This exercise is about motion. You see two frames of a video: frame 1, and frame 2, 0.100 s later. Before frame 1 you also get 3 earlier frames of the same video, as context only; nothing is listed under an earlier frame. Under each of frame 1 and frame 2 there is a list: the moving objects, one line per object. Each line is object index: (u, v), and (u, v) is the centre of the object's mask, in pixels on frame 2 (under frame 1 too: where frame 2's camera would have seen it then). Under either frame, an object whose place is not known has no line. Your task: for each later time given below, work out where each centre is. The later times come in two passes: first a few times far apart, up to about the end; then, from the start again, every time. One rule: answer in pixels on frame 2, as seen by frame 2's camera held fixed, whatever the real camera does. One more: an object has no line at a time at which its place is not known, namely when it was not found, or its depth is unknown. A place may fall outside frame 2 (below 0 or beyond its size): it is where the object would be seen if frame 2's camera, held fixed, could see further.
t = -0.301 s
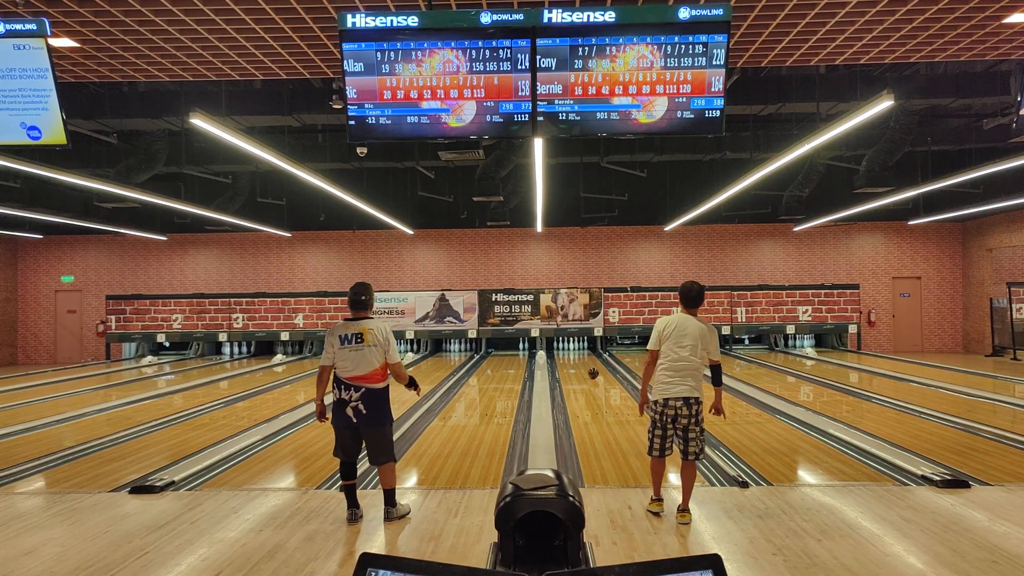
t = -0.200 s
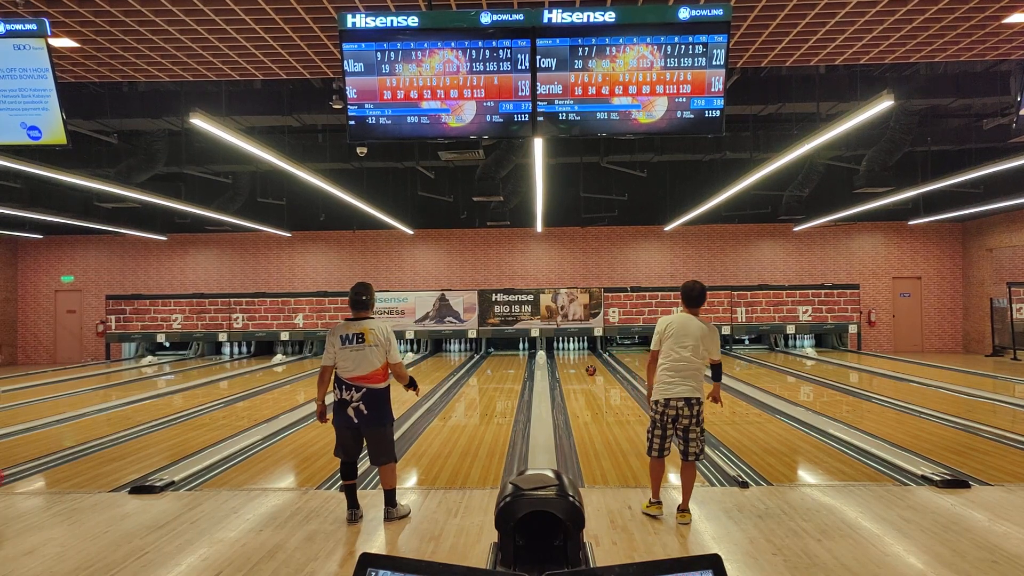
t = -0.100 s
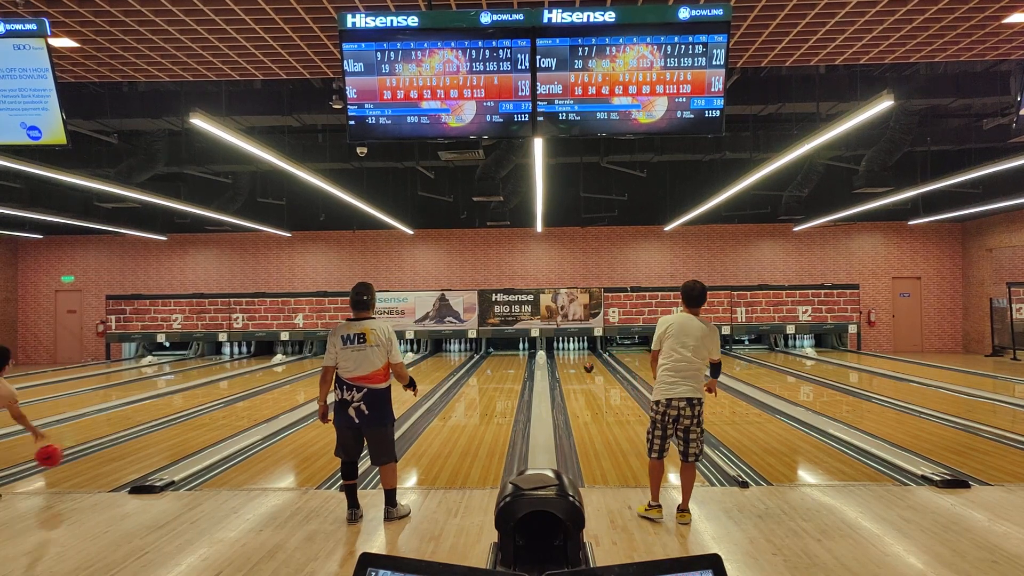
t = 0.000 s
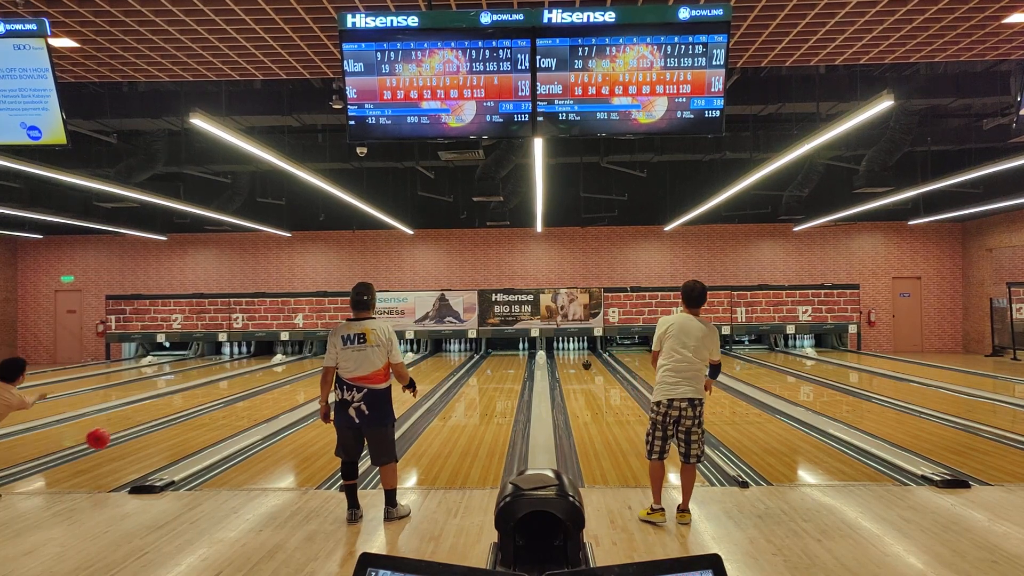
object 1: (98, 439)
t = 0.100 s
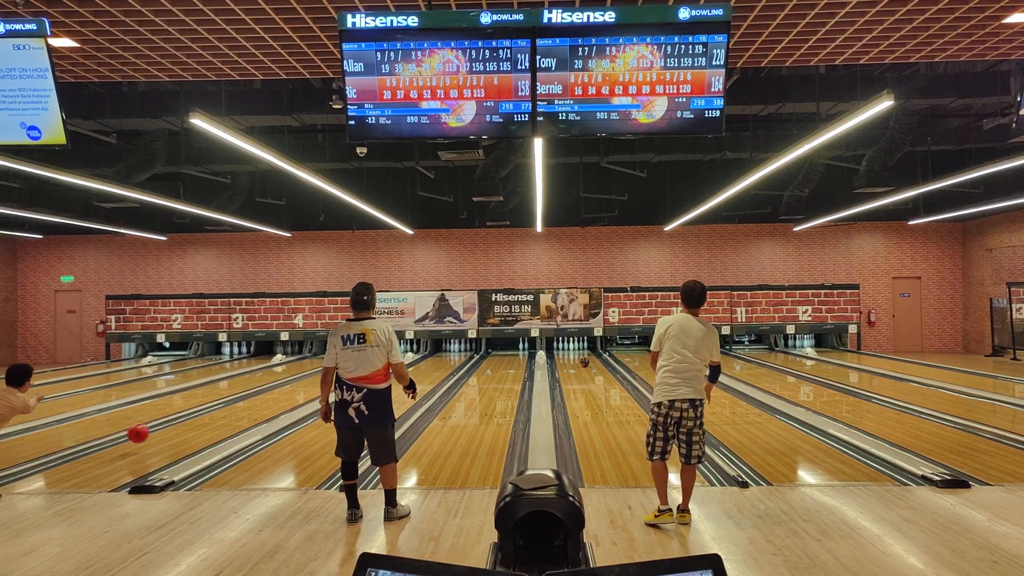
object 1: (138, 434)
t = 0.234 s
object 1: (180, 427)
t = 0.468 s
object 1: (235, 407)
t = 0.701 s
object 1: (275, 392)
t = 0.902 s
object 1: (301, 383)
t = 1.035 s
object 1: (313, 377)
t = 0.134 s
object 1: (150, 434)
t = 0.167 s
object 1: (161, 435)
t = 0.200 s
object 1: (171, 431)
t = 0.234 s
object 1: (180, 427)
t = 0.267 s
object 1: (190, 424)
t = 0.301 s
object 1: (198, 421)
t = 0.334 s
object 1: (206, 418)
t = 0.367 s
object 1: (214, 416)
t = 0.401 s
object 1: (222, 413)
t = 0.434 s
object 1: (229, 410)
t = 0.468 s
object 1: (235, 407)
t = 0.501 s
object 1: (242, 405)
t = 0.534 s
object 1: (248, 403)
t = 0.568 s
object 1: (254, 401)
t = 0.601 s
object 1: (259, 398)
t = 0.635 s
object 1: (265, 396)
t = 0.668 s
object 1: (270, 394)
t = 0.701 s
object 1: (275, 392)
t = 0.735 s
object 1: (280, 391)
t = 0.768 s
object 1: (285, 389)
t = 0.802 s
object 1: (289, 388)
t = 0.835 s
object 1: (293, 386)
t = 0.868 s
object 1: (297, 384)
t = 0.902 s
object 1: (301, 383)
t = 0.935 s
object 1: (305, 381)
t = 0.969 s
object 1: (309, 380)
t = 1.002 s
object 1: (311, 379)
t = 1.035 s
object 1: (313, 377)
